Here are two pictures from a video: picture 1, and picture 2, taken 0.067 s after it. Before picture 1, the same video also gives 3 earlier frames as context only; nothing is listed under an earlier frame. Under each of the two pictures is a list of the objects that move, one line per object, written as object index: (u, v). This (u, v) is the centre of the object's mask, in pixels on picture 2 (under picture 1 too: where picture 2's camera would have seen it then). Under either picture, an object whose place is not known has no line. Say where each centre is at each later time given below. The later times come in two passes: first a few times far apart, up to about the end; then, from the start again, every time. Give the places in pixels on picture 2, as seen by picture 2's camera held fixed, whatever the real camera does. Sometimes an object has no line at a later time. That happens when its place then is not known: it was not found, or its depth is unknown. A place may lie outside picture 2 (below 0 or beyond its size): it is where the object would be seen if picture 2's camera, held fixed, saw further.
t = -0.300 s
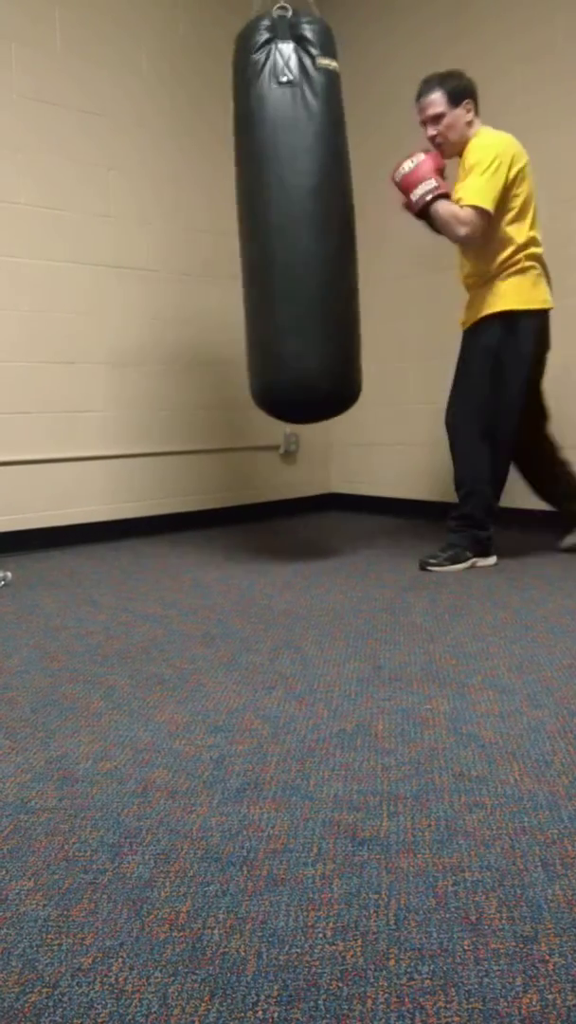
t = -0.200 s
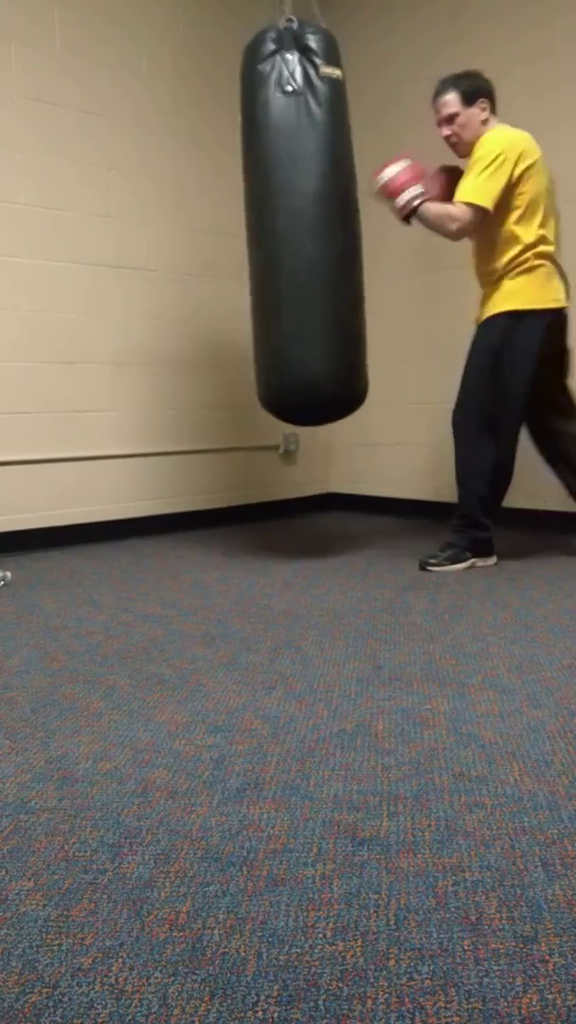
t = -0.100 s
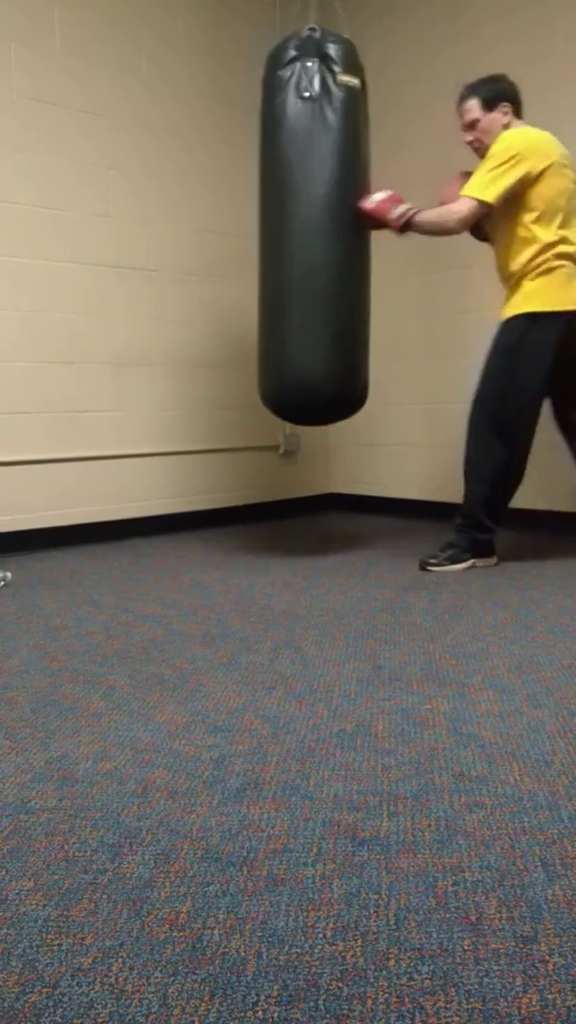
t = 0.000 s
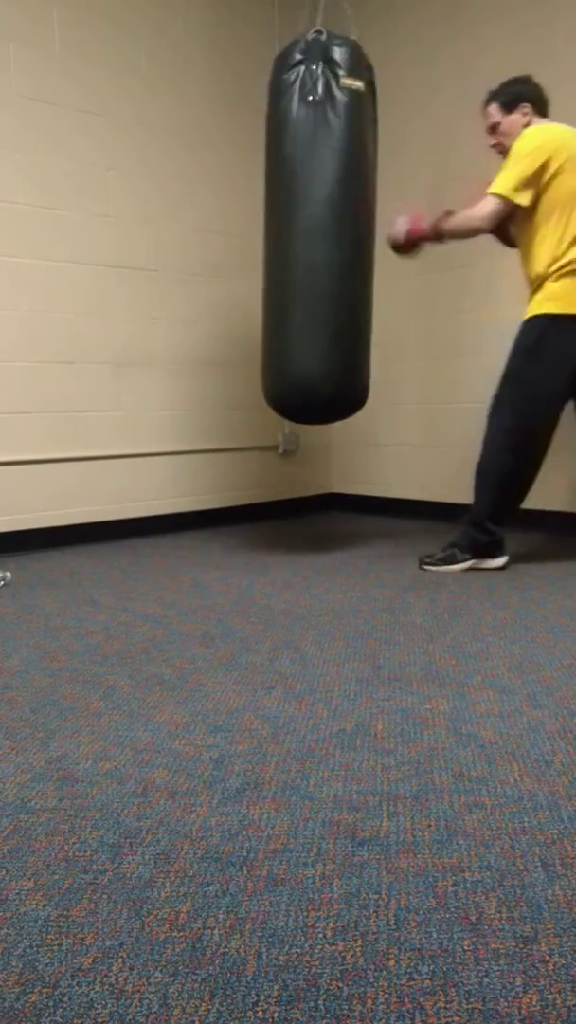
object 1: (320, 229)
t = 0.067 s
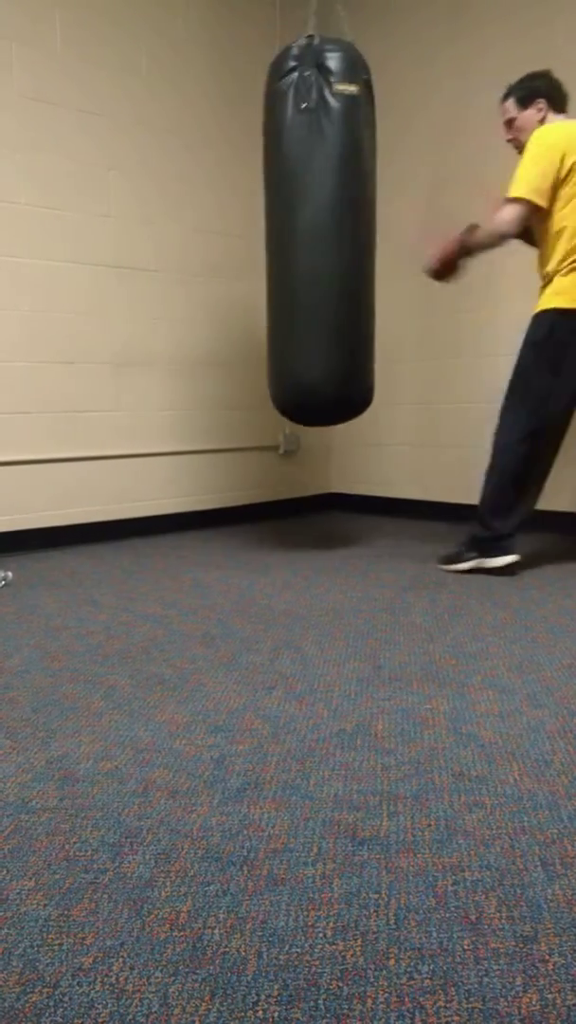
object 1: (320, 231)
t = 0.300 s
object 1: (321, 232)
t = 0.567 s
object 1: (326, 232)
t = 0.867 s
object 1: (321, 234)
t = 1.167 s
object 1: (305, 235)
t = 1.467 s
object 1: (300, 234)
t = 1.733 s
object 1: (283, 230)
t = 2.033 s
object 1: (278, 225)
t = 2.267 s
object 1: (277, 225)
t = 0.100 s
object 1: (319, 231)
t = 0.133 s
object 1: (318, 230)
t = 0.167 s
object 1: (317, 230)
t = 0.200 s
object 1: (317, 230)
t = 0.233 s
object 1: (317, 230)
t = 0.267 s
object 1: (319, 231)
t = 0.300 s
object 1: (321, 232)
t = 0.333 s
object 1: (323, 234)
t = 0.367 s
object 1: (325, 234)
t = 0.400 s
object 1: (328, 233)
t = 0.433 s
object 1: (329, 232)
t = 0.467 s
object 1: (329, 232)
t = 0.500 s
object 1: (329, 232)
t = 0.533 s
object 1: (328, 232)
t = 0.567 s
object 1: (326, 232)
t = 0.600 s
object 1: (323, 233)
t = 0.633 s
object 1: (320, 232)
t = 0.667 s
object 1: (319, 232)
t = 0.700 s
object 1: (318, 232)
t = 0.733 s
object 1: (318, 232)
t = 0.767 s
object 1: (318, 233)
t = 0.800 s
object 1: (319, 234)
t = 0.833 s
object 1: (320, 235)
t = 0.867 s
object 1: (321, 234)
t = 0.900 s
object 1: (322, 233)
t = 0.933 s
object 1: (322, 232)
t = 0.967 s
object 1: (321, 233)
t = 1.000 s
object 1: (319, 233)
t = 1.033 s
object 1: (317, 234)
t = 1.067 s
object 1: (313, 235)
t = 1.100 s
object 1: (310, 236)
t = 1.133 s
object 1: (307, 235)
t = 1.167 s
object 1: (305, 235)
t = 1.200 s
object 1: (303, 235)
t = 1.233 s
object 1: (302, 235)
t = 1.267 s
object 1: (302, 236)
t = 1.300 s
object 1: (303, 237)
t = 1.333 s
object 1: (303, 237)
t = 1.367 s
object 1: (303, 236)
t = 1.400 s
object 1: (302, 235)
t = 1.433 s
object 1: (302, 234)
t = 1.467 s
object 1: (300, 234)
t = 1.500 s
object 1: (297, 234)
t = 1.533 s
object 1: (294, 233)
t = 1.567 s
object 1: (290, 233)
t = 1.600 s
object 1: (287, 232)
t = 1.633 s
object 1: (285, 231)
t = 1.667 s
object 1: (284, 230)
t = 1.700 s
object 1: (283, 231)
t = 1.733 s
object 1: (283, 230)
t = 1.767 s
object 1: (283, 230)
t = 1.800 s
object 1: (284, 231)
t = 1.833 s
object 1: (284, 230)
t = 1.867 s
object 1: (285, 228)
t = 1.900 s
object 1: (285, 227)
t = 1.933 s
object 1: (284, 226)
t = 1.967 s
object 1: (282, 226)
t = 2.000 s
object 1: (280, 226)
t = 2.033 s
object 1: (278, 225)
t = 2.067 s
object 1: (277, 224)
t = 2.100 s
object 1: (276, 223)
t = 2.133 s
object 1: (276, 223)
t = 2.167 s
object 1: (276, 223)
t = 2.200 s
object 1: (278, 223)
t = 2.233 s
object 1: (278, 225)
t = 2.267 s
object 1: (277, 225)
